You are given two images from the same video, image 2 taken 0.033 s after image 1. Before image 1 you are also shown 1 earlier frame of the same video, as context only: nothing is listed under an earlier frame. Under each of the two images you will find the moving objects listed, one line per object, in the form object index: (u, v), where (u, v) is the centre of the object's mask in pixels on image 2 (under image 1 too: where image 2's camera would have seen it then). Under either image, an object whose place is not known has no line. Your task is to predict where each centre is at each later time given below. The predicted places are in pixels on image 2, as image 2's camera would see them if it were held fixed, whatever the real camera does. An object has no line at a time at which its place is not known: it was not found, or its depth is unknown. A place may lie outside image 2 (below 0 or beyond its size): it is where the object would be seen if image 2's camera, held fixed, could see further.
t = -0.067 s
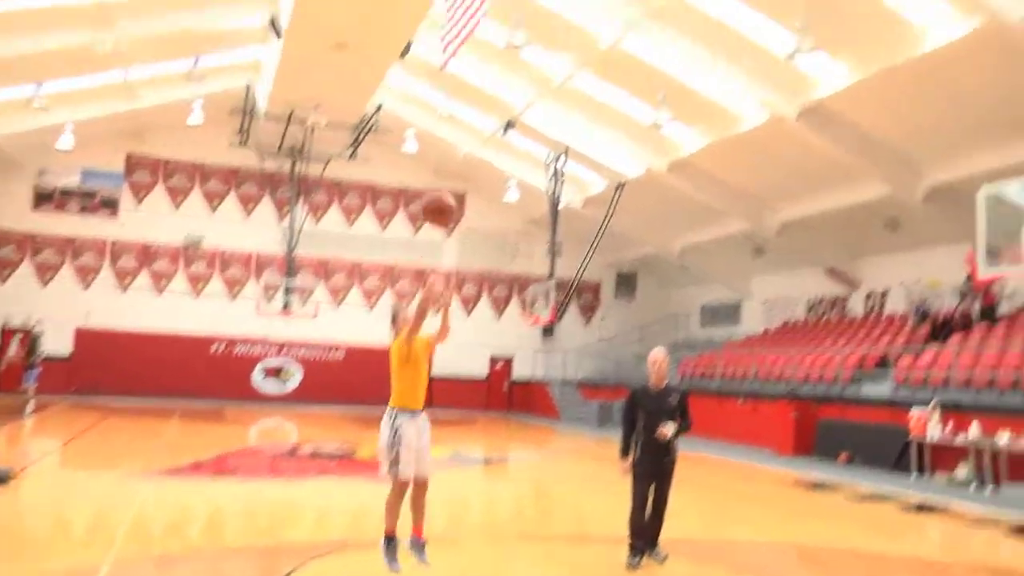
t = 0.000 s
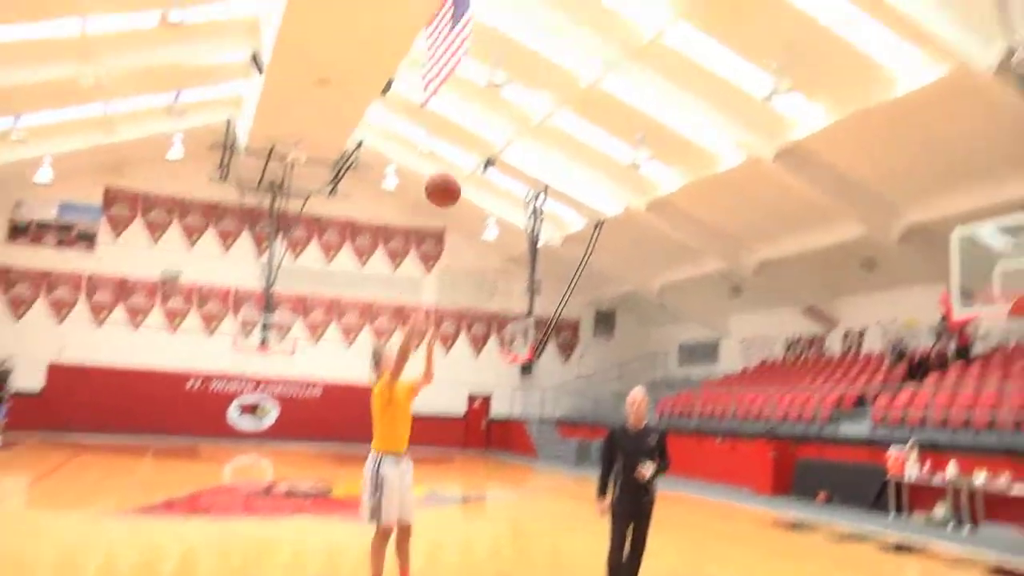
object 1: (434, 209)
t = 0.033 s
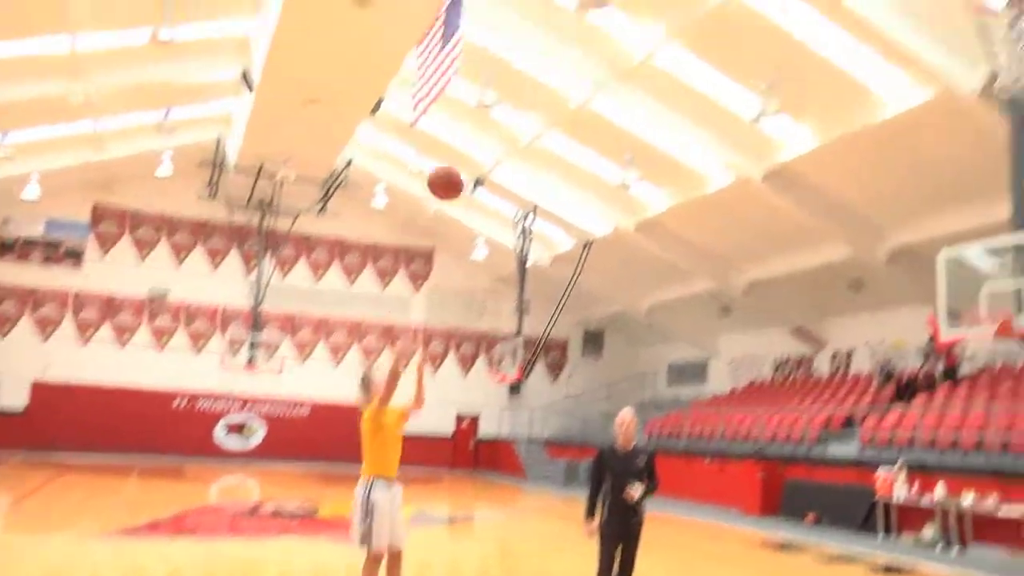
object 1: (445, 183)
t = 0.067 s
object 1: (456, 157)
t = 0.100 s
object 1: (469, 133)
